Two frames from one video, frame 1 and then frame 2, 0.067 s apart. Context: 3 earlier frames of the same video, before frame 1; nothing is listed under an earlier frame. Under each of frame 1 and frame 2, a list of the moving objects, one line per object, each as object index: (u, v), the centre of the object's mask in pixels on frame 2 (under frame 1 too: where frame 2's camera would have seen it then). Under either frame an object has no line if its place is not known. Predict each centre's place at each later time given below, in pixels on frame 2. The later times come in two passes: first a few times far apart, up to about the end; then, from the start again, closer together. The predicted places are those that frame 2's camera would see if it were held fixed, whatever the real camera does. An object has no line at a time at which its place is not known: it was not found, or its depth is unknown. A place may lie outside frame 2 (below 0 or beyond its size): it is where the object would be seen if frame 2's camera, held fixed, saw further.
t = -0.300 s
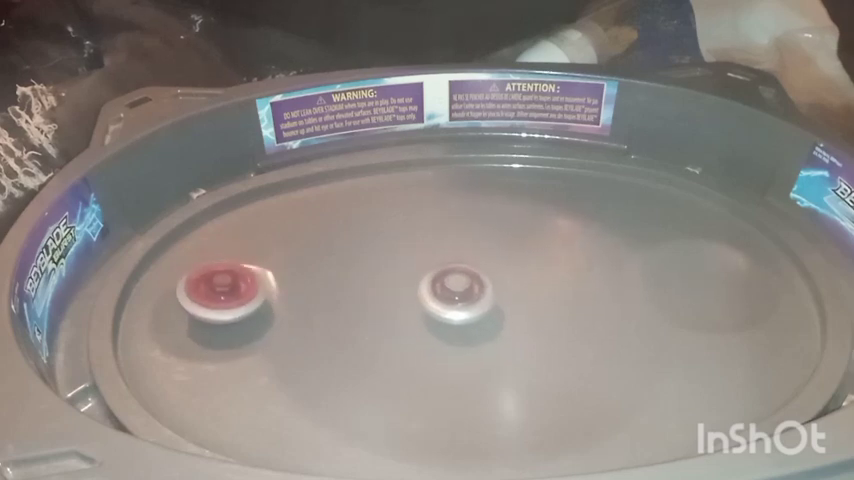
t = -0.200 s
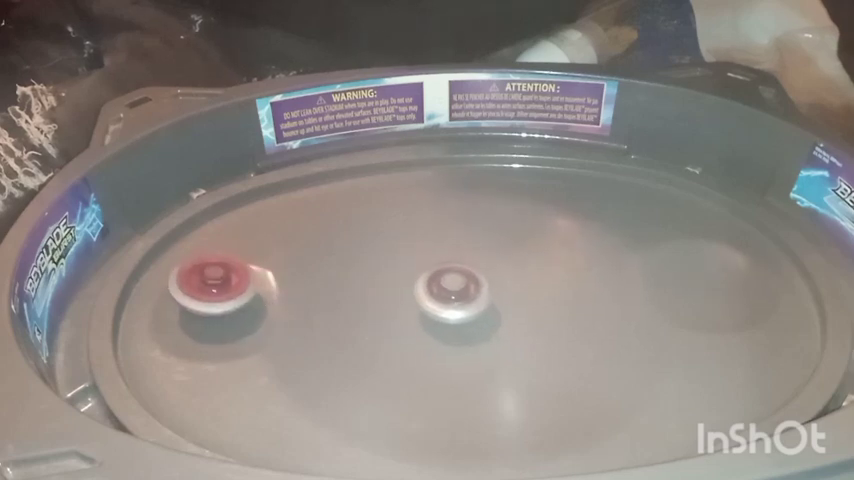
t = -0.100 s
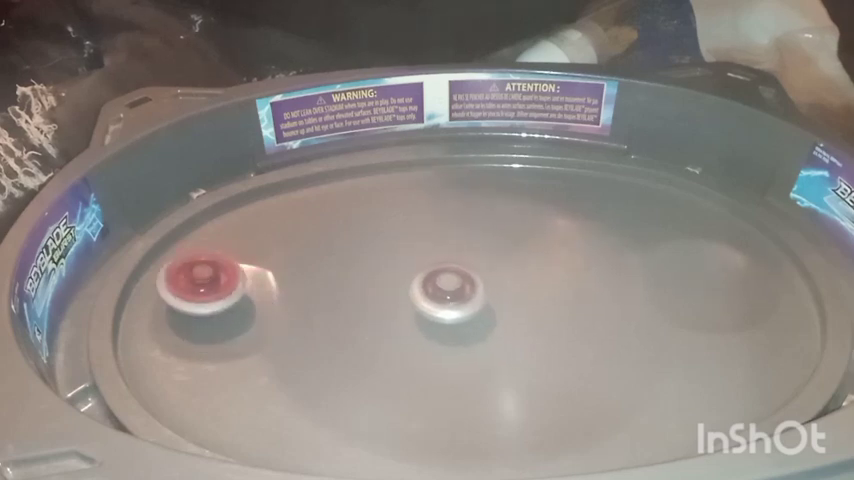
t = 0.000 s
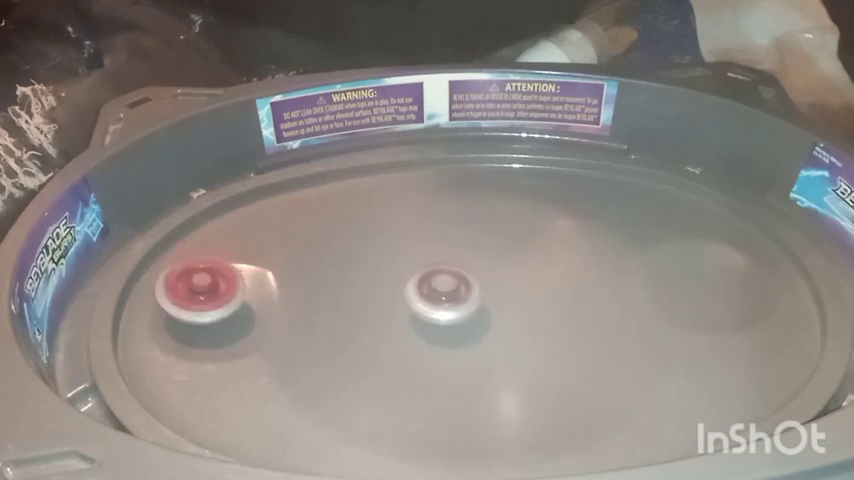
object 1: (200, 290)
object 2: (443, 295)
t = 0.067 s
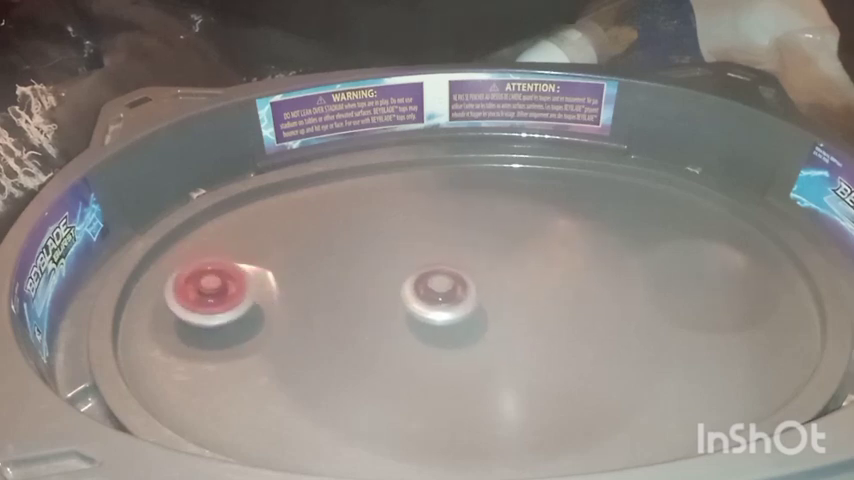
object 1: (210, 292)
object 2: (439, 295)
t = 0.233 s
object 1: (229, 281)
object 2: (432, 298)
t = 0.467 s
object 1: (219, 279)
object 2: (426, 301)
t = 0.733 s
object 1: (242, 288)
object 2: (424, 302)
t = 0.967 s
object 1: (227, 288)
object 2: (428, 300)
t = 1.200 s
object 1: (231, 297)
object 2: (433, 298)
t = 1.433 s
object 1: (220, 291)
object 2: (438, 296)
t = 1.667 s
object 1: (211, 298)
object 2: (443, 296)
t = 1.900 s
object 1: (216, 284)
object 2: (447, 298)
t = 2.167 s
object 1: (211, 291)
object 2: (448, 299)
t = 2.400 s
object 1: (232, 277)
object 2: (445, 301)
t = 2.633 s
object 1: (222, 287)
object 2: (439, 301)
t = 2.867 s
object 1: (243, 288)
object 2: (435, 301)
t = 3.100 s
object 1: (225, 291)
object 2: (431, 299)
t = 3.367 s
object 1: (230, 296)
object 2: (429, 296)
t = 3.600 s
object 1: (220, 289)
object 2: (431, 295)
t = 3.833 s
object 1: (212, 295)
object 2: (436, 296)
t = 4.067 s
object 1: (220, 282)
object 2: (441, 297)
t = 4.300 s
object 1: (213, 286)
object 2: (445, 299)
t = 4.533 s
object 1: (236, 284)
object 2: (446, 300)
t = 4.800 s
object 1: (226, 289)
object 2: (444, 302)
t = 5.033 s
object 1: (235, 293)
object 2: (439, 302)
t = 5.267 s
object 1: (224, 292)
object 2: (434, 301)
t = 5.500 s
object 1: (224, 295)
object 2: (430, 298)
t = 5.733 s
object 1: (211, 289)
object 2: (430, 296)
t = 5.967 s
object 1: (215, 291)
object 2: (432, 294)
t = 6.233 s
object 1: (220, 280)
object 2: (438, 295)
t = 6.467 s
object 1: (229, 288)
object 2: (442, 296)
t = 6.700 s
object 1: (232, 284)
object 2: (445, 298)
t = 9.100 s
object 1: (223, 289)
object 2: (448, 302)
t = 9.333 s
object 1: (216, 295)
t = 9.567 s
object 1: (222, 286)
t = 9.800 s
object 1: (210, 289)
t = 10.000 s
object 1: (231, 287)
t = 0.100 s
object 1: (220, 291)
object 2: (438, 296)
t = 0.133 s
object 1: (223, 290)
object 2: (436, 297)
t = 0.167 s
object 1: (224, 288)
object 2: (435, 297)
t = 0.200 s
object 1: (228, 284)
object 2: (433, 297)
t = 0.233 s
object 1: (229, 281)
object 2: (432, 298)
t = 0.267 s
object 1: (230, 278)
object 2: (430, 298)
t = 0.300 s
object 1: (230, 276)
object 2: (429, 299)
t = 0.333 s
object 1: (228, 274)
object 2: (428, 299)
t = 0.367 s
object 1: (225, 273)
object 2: (427, 300)
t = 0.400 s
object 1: (222, 274)
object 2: (426, 300)
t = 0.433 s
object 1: (220, 276)
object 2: (426, 301)
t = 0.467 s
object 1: (219, 279)
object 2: (426, 301)
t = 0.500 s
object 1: (219, 282)
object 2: (425, 301)
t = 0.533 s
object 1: (221, 286)
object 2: (425, 302)
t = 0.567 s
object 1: (224, 288)
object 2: (425, 302)
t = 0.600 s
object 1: (228, 290)
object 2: (425, 302)
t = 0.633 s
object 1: (231, 290)
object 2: (424, 302)
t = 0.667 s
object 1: (236, 290)
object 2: (424, 302)
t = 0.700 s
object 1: (240, 289)
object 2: (424, 302)
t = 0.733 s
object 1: (242, 288)
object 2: (424, 302)
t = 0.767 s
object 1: (244, 285)
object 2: (424, 302)
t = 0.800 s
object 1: (245, 284)
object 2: (425, 302)
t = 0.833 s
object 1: (243, 283)
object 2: (425, 301)
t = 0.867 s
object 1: (240, 281)
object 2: (426, 301)
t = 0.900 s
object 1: (235, 282)
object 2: (427, 300)
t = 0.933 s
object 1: (231, 286)
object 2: (427, 300)
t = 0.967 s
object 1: (227, 288)
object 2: (428, 300)
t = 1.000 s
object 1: (225, 291)
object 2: (428, 300)
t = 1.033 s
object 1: (223, 294)
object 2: (429, 299)
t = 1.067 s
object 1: (223, 295)
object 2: (430, 299)
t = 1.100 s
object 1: (226, 296)
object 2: (430, 299)
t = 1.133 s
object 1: (228, 297)
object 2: (431, 299)
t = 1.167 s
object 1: (229, 297)
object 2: (432, 298)
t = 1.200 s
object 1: (231, 297)
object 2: (433, 298)
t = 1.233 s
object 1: (233, 296)
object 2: (434, 298)
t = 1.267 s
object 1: (234, 295)
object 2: (434, 298)
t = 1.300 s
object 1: (233, 294)
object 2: (436, 297)
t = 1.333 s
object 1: (231, 292)
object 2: (436, 297)
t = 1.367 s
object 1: (229, 292)
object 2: (437, 297)
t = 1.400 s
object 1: (224, 291)
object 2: (437, 297)
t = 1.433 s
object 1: (220, 291)
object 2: (438, 296)
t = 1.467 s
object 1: (215, 292)
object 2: (439, 296)
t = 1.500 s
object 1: (212, 292)
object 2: (439, 296)
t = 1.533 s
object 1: (206, 295)
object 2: (440, 296)
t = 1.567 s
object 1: (204, 297)
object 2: (441, 296)
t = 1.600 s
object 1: (204, 299)
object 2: (442, 296)
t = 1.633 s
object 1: (207, 298)
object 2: (442, 296)
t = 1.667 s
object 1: (211, 298)
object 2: (443, 296)
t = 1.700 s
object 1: (215, 297)
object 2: (444, 296)
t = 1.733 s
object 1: (222, 295)
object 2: (445, 296)
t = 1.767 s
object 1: (220, 294)
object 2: (445, 297)
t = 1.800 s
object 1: (221, 292)
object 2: (446, 297)
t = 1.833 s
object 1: (220, 289)
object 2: (446, 297)
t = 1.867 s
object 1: (219, 287)
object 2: (446, 297)
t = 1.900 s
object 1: (216, 284)
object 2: (447, 298)
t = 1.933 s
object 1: (211, 284)
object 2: (447, 298)
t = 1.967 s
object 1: (208, 282)
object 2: (448, 298)
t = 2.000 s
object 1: (204, 282)
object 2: (448, 298)
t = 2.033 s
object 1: (202, 284)
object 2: (448, 298)
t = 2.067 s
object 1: (202, 286)
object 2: (448, 299)
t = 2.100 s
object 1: (203, 288)
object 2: (448, 299)
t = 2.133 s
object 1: (206, 290)
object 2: (448, 299)
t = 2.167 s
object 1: (211, 291)
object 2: (448, 299)
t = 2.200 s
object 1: (221, 290)
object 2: (448, 299)
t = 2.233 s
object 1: (222, 290)
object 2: (447, 300)
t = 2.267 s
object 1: (226, 288)
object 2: (447, 300)
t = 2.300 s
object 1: (230, 285)
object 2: (447, 300)
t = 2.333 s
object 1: (232, 283)
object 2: (446, 300)
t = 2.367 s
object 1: (233, 280)
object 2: (446, 301)
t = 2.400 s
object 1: (232, 277)
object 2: (445, 301)
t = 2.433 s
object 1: (231, 276)
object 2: (444, 301)
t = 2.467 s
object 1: (229, 275)
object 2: (443, 301)
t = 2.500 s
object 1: (225, 276)
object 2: (442, 301)
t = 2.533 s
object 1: (223, 278)
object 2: (442, 301)
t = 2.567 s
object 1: (221, 280)
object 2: (441, 301)
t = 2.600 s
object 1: (220, 283)
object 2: (440, 301)
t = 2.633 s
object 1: (222, 287)
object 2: (439, 301)
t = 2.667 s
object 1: (224, 290)
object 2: (439, 301)
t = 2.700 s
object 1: (227, 291)
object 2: (438, 301)
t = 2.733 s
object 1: (231, 292)
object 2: (437, 301)
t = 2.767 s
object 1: (235, 292)
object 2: (437, 301)
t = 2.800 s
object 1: (239, 291)
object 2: (436, 301)
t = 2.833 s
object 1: (242, 289)
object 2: (435, 301)
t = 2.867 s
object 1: (243, 288)
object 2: (435, 301)
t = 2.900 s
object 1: (243, 286)
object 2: (434, 300)
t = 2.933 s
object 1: (241, 285)
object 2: (433, 300)
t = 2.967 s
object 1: (238, 284)
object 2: (433, 300)
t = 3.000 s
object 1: (234, 285)
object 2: (432, 299)
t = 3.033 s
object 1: (230, 287)
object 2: (431, 299)
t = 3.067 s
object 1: (227, 289)
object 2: (431, 299)
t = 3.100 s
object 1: (225, 291)
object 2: (431, 299)
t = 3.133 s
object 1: (224, 293)
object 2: (430, 298)
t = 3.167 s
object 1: (219, 295)
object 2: (430, 299)
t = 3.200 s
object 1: (224, 295)
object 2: (429, 298)
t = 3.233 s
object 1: (224, 297)
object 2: (429, 298)
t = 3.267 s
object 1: (226, 297)
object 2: (429, 298)
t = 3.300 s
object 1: (228, 297)
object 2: (429, 297)
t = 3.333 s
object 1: (229, 297)
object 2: (429, 297)
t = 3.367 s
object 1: (230, 296)
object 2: (429, 296)
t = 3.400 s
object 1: (230, 294)
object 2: (429, 296)
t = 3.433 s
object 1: (230, 293)
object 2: (429, 296)
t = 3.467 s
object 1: (229, 292)
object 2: (429, 296)
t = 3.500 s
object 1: (226, 291)
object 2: (429, 296)
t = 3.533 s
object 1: (224, 289)
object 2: (430, 295)
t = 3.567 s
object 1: (221, 289)
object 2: (430, 295)
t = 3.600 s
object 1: (220, 289)
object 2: (431, 295)
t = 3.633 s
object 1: (217, 289)
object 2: (432, 295)
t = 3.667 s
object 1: (205, 292)
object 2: (432, 295)
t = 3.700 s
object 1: (203, 293)
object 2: (433, 295)
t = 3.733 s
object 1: (202, 295)
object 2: (434, 295)
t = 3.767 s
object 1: (204, 296)
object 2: (435, 296)
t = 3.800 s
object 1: (210, 295)
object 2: (435, 296)
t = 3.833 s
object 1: (212, 295)
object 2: (436, 296)
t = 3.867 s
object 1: (220, 294)
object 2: (437, 296)
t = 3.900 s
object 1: (221, 292)
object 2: (437, 295)
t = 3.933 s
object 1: (220, 291)
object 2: (438, 296)
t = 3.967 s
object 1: (221, 290)
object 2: (439, 296)
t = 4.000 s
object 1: (222, 287)
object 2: (439, 296)
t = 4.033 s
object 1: (221, 284)
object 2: (440, 296)
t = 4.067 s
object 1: (220, 282)
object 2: (441, 297)
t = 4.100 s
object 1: (218, 281)
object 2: (442, 297)
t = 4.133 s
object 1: (216, 280)
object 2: (442, 297)
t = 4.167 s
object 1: (215, 280)
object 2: (443, 298)
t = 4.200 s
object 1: (212, 280)
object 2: (443, 298)
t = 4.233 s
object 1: (211, 282)
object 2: (444, 298)
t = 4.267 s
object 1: (211, 284)
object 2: (444, 299)
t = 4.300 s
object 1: (213, 286)
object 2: (445, 299)
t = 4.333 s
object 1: (216, 287)
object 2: (445, 299)
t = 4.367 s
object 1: (219, 288)
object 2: (446, 299)
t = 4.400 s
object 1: (222, 289)
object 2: (446, 299)
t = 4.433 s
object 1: (227, 289)
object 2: (446, 299)
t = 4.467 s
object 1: (231, 288)
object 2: (446, 300)
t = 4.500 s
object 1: (234, 286)
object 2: (446, 300)
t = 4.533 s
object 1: (236, 284)
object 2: (446, 300)
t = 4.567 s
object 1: (238, 283)
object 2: (446, 301)
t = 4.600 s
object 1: (238, 281)
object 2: (446, 301)
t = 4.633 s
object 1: (236, 280)
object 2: (446, 301)
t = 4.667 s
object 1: (234, 280)
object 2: (445, 301)
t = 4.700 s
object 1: (231, 281)
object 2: (445, 301)
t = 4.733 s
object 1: (229, 283)
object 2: (444, 302)
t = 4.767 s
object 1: (227, 284)
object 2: (444, 302)
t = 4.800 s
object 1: (226, 289)
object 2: (444, 302)
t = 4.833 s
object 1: (226, 290)
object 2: (443, 302)
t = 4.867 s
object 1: (227, 293)
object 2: (442, 302)
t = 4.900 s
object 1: (228, 294)
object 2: (442, 302)
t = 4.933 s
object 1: (230, 294)
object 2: (441, 302)
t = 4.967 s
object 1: (232, 294)
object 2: (440, 302)
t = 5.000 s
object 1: (233, 294)
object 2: (440, 302)
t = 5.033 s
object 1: (235, 293)
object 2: (439, 302)
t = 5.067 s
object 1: (235, 292)
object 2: (438, 302)
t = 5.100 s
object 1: (234, 291)
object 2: (437, 302)
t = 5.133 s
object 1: (233, 290)
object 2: (436, 301)
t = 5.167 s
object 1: (231, 290)
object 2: (436, 301)
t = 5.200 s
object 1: (228, 290)
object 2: (435, 301)
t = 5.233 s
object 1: (223, 291)
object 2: (434, 301)
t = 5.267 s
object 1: (224, 292)
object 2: (434, 301)
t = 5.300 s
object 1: (223, 292)
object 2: (433, 300)
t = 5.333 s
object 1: (222, 293)
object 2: (432, 300)
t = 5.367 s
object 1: (220, 294)
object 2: (432, 300)
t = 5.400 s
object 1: (216, 295)
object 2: (432, 299)
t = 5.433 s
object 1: (217, 296)
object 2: (431, 299)
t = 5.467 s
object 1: (222, 295)
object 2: (431, 298)
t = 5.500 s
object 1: (224, 295)
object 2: (430, 298)
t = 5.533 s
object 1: (222, 295)
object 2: (430, 298)
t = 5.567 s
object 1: (222, 294)
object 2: (430, 297)
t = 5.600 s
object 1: (222, 292)
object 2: (430, 297)
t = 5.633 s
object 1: (220, 291)
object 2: (430, 297)
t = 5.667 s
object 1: (219, 289)
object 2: (430, 296)
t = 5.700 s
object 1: (217, 288)
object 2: (430, 296)
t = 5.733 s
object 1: (211, 289)
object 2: (430, 296)
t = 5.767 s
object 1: (208, 289)
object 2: (430, 296)
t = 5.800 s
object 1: (207, 288)
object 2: (430, 295)
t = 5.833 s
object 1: (206, 289)
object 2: (431, 295)
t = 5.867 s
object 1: (206, 290)
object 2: (431, 295)
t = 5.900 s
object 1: (207, 292)
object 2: (431, 295)
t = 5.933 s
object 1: (210, 291)
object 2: (432, 295)
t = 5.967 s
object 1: (215, 291)
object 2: (432, 294)
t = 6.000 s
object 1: (218, 289)
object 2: (433, 294)
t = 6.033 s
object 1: (220, 288)
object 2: (434, 295)
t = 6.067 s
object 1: (222, 286)
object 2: (434, 294)
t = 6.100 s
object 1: (223, 284)
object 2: (435, 294)
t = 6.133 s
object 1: (223, 282)
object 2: (435, 295)
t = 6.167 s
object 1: (222, 281)
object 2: (436, 295)
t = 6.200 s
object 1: (221, 280)
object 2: (437, 295)
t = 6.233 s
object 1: (220, 280)
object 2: (438, 295)
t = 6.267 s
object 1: (219, 281)
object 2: (438, 295)
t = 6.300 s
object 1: (219, 282)
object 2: (439, 296)
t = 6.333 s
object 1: (220, 284)
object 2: (440, 295)
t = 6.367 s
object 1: (221, 286)
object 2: (440, 296)
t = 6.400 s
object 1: (223, 287)
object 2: (441, 296)
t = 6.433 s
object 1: (226, 288)
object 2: (441, 296)
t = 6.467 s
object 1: (229, 288)
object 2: (442, 296)
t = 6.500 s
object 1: (231, 287)
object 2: (442, 296)
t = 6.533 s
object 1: (233, 286)
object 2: (443, 297)
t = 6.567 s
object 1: (235, 286)
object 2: (444, 297)
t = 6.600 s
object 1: (236, 285)
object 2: (444, 298)
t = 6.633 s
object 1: (236, 284)
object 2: (445, 299)
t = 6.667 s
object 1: (234, 284)
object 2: (445, 298)
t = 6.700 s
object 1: (232, 284)
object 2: (445, 298)
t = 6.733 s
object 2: (446, 298)
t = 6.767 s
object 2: (446, 298)
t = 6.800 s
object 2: (445, 299)
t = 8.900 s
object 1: (231, 294)
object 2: (443, 301)
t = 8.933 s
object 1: (232, 293)
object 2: (444, 301)
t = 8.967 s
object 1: (232, 292)
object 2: (445, 302)
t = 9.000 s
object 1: (231, 291)
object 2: (446, 302)
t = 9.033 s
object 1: (230, 289)
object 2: (447, 302)
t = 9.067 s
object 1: (228, 289)
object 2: (447, 302)
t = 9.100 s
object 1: (223, 289)
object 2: (448, 302)
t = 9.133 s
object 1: (220, 290)
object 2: (448, 302)
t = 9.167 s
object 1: (217, 291)
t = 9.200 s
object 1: (213, 294)
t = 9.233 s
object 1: (220, 292)
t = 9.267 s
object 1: (211, 296)
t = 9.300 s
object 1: (220, 294)
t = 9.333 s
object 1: (216, 295)
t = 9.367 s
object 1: (222, 295)
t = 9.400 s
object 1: (224, 294)
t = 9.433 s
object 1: (226, 293)
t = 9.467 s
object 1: (226, 292)
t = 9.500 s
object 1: (226, 290)
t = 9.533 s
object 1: (225, 287)
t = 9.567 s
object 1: (222, 286)
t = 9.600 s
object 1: (220, 284)
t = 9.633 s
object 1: (217, 283)
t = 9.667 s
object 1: (213, 283)
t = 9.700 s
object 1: (211, 284)
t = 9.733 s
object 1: (210, 285)
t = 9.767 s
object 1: (209, 287)
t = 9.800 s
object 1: (210, 289)
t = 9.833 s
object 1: (211, 291)
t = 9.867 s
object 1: (216, 291)
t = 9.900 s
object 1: (221, 292)
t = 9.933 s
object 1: (225, 291)
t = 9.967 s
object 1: (228, 289)
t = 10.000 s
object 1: (231, 287)
